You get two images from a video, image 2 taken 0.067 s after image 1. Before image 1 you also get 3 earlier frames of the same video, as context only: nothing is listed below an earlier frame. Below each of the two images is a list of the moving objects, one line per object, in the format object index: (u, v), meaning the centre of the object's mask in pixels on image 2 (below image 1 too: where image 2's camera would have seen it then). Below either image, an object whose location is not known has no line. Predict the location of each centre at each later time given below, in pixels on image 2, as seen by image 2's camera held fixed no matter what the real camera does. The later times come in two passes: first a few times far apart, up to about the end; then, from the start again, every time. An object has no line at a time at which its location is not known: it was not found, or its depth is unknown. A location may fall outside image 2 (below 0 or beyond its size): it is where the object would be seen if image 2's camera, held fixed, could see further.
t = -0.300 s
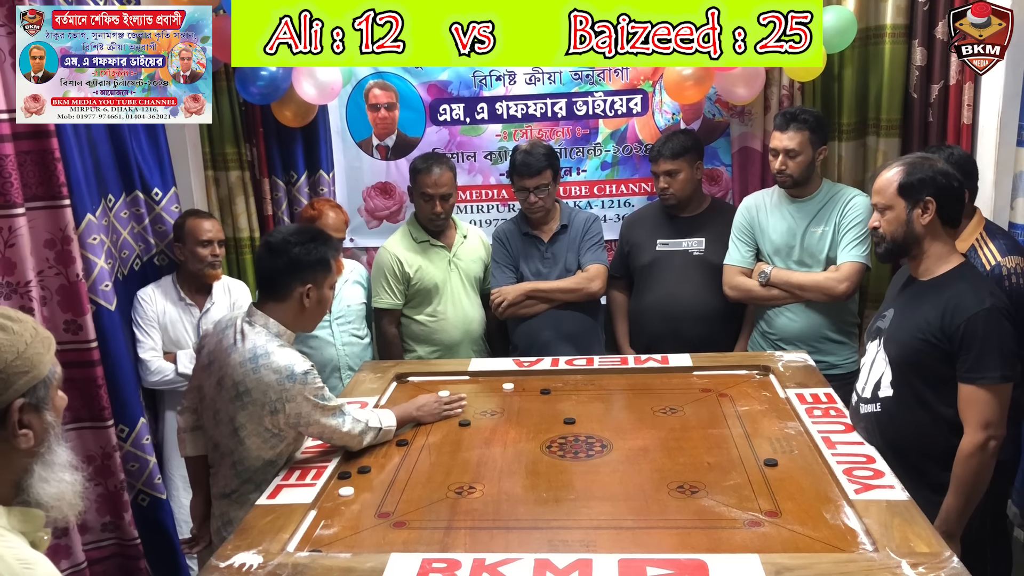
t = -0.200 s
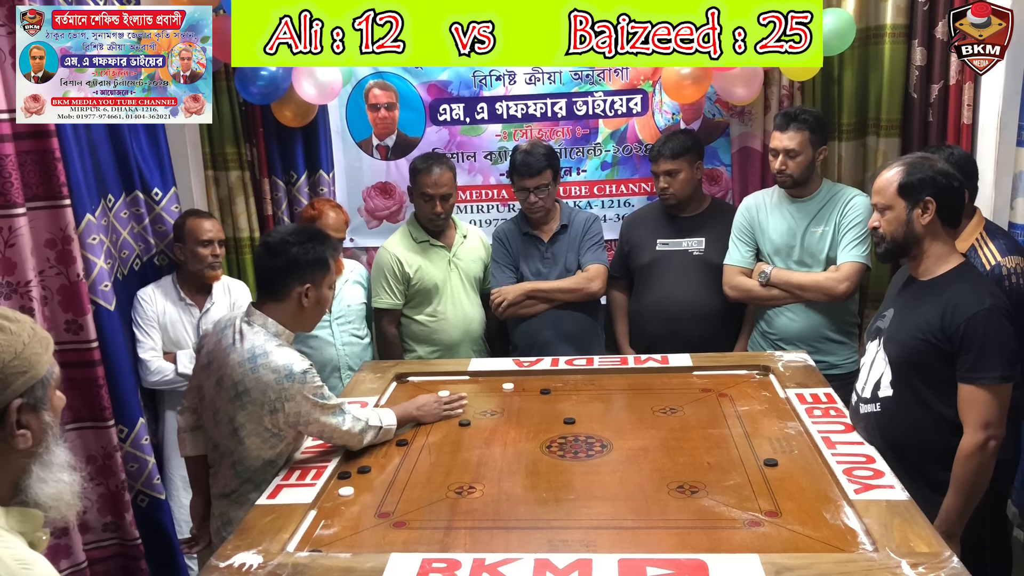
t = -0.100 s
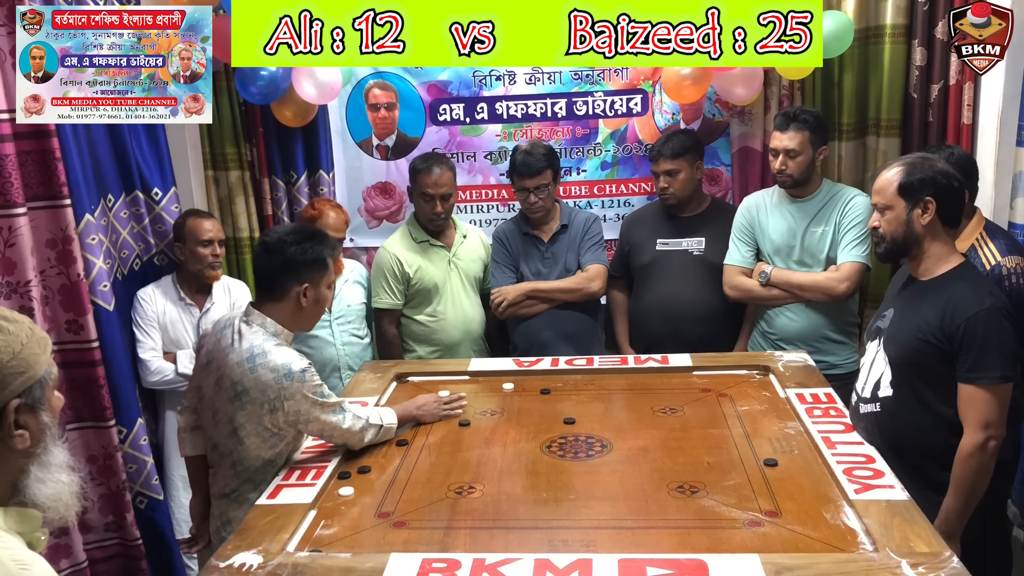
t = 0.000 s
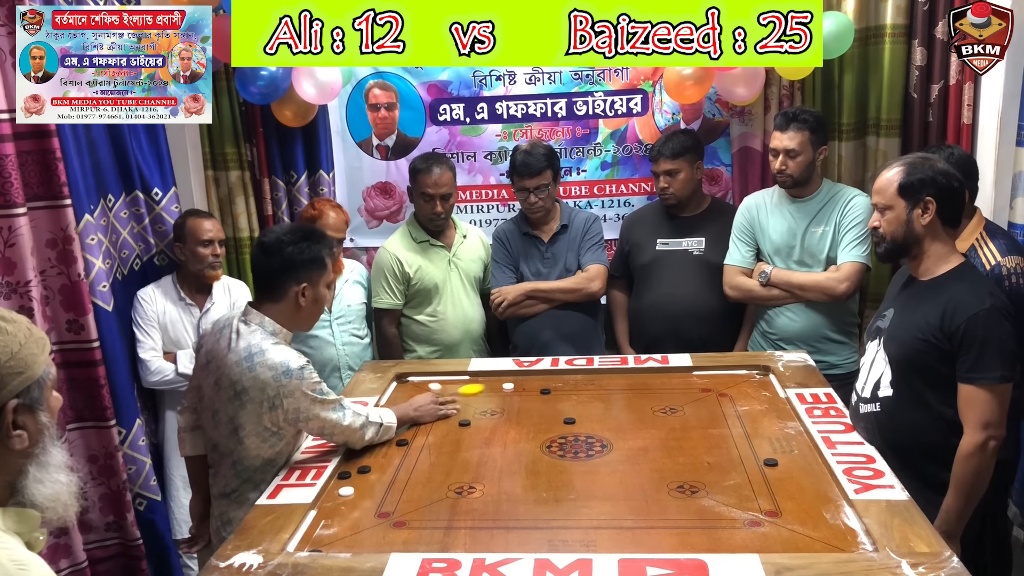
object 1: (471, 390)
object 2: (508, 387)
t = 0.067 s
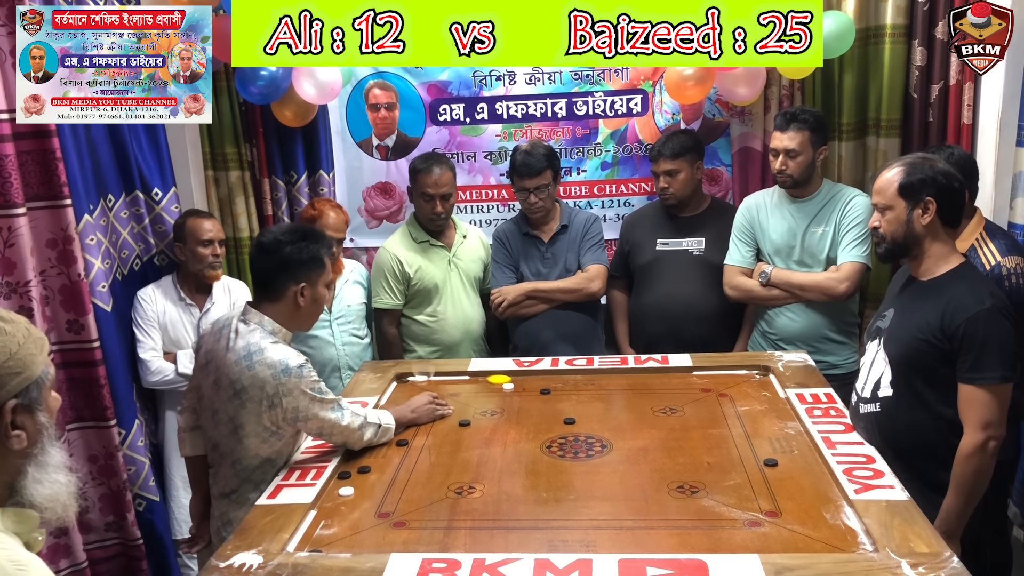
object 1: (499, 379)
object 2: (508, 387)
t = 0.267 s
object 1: (535, 393)
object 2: (555, 426)
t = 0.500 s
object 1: (553, 402)
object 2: (540, 479)
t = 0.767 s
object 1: (555, 406)
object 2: (521, 544)
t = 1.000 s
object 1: (555, 406)
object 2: (522, 533)
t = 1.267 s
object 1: (555, 406)
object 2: (526, 514)
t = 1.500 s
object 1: (555, 406)
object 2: (526, 512)
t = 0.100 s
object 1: (506, 382)
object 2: (514, 390)
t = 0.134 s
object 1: (513, 385)
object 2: (523, 397)
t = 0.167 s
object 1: (520, 387)
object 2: (533, 404)
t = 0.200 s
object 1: (527, 389)
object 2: (544, 412)
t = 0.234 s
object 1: (532, 391)
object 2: (554, 419)
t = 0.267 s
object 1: (535, 393)
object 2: (555, 426)
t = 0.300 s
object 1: (539, 395)
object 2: (553, 433)
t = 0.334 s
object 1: (542, 396)
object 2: (551, 440)
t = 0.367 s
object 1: (545, 398)
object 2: (549, 448)
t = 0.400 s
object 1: (547, 399)
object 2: (546, 455)
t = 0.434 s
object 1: (549, 400)
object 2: (544, 463)
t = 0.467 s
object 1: (551, 401)
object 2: (542, 471)
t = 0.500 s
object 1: (553, 402)
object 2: (540, 479)
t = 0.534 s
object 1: (553, 403)
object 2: (538, 487)
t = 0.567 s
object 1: (554, 404)
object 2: (535, 495)
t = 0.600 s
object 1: (555, 405)
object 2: (533, 503)
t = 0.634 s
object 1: (555, 405)
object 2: (530, 511)
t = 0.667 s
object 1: (555, 406)
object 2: (528, 519)
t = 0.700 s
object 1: (555, 406)
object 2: (526, 527)
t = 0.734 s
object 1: (555, 406)
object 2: (523, 536)
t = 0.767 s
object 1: (555, 406)
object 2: (521, 544)
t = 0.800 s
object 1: (555, 406)
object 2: (519, 550)
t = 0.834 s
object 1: (555, 406)
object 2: (518, 552)
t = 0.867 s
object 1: (555, 406)
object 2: (519, 549)
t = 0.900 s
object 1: (555, 406)
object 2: (520, 545)
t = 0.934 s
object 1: (555, 406)
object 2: (521, 541)
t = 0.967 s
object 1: (555, 406)
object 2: (521, 537)
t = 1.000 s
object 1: (555, 406)
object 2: (522, 533)
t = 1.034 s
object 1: (555, 406)
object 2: (523, 529)
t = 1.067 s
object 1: (555, 406)
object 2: (523, 526)
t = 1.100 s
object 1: (555, 406)
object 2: (524, 523)
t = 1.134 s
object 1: (555, 406)
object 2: (524, 521)
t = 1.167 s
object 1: (555, 406)
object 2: (525, 518)
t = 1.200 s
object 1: (555, 406)
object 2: (525, 517)
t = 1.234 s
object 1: (555, 406)
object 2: (525, 515)
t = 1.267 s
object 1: (555, 406)
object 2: (526, 514)
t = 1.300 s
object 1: (555, 406)
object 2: (526, 513)
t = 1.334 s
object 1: (555, 406)
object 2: (526, 512)
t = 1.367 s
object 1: (555, 406)
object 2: (526, 512)
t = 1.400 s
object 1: (555, 406)
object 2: (526, 512)
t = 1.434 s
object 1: (555, 406)
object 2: (526, 512)
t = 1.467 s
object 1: (555, 406)
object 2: (526, 512)
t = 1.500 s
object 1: (555, 406)
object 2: (526, 512)
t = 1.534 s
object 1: (555, 406)
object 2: (526, 512)
